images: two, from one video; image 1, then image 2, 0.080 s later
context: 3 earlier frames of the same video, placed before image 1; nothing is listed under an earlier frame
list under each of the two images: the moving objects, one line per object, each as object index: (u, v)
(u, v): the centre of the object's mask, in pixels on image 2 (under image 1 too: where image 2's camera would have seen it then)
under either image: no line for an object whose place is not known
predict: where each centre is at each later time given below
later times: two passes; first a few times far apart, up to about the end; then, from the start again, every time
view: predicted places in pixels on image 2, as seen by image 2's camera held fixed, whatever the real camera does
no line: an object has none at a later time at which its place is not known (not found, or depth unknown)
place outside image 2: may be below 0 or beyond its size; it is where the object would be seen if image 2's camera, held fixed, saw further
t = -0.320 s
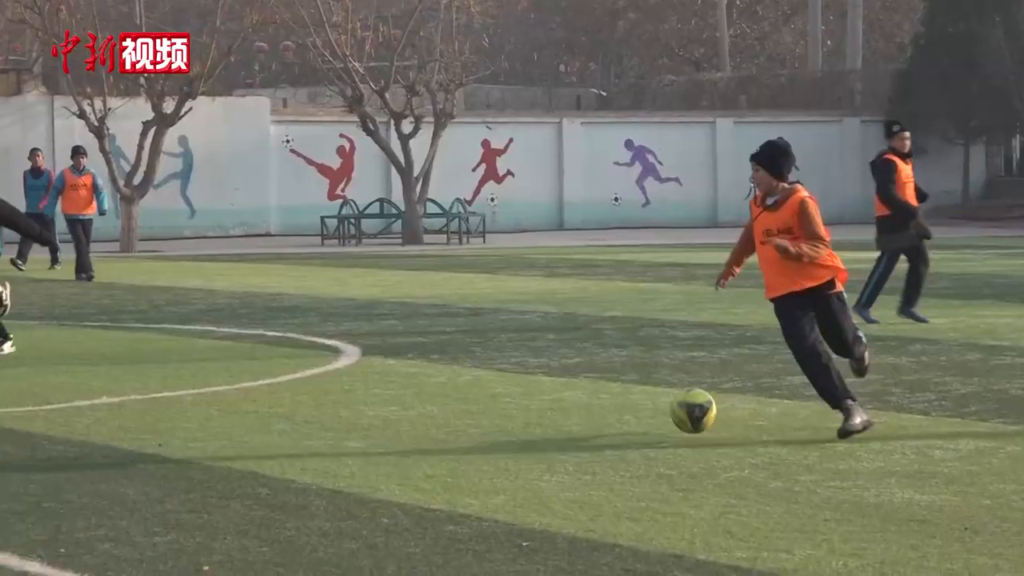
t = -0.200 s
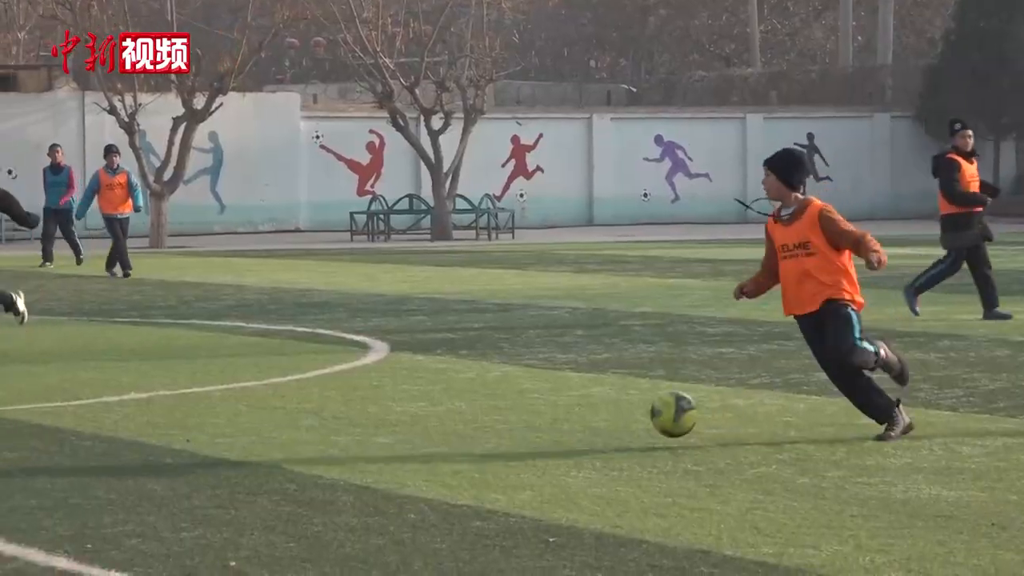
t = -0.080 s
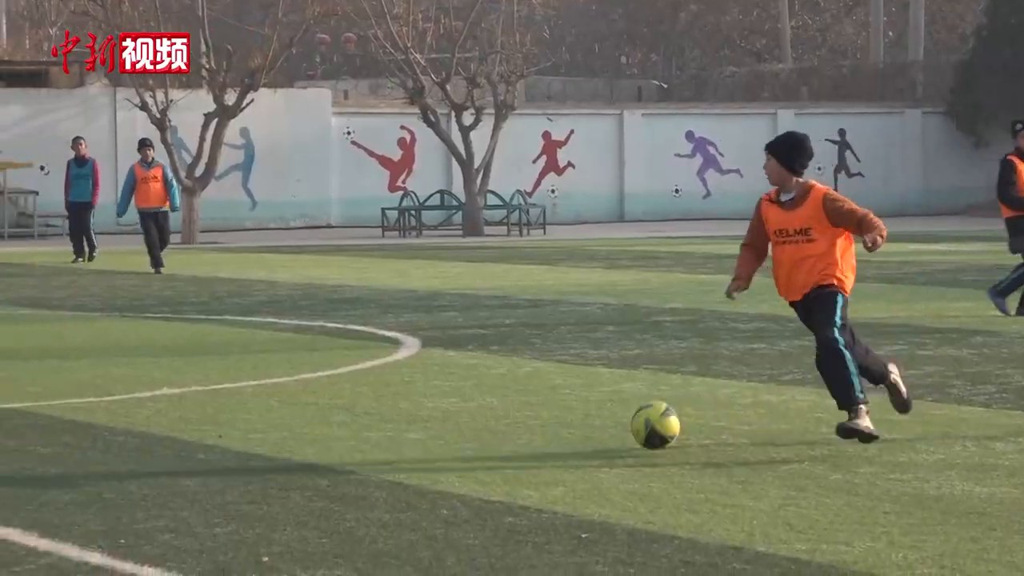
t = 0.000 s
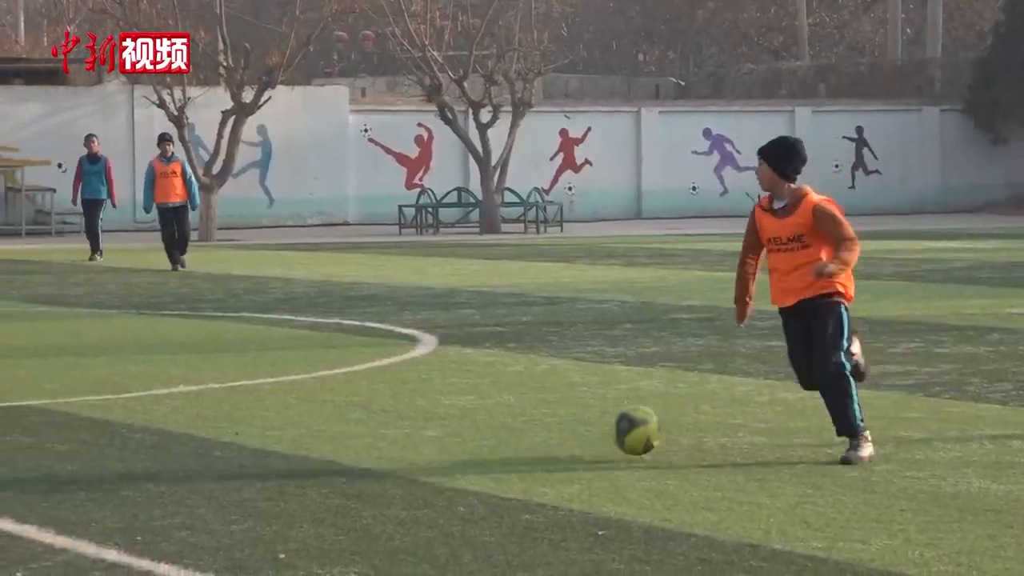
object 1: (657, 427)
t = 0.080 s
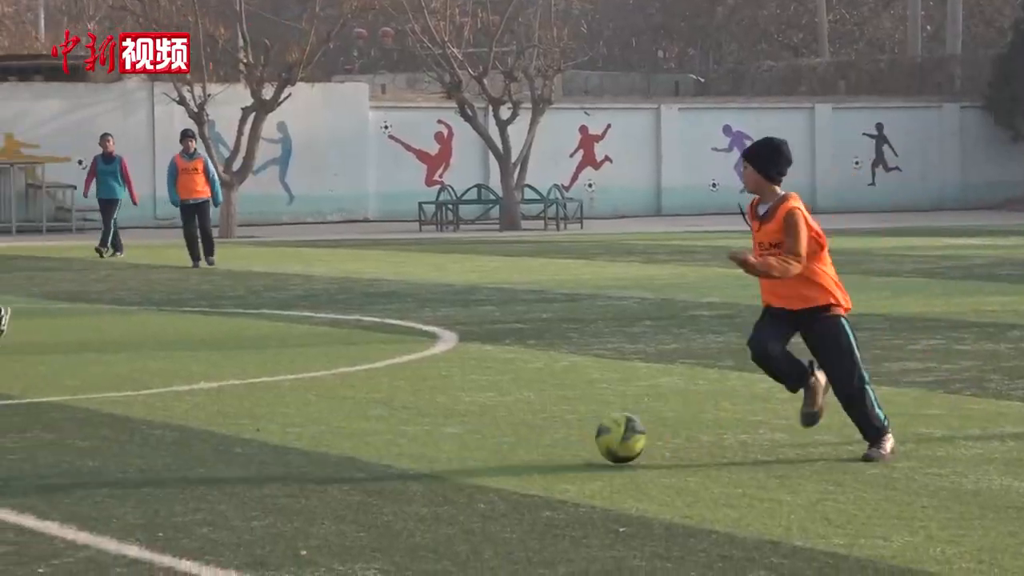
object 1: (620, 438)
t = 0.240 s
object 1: (543, 448)
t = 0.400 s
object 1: (461, 468)
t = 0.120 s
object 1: (601, 440)
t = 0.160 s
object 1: (581, 448)
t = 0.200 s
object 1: (562, 448)
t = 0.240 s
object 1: (543, 448)
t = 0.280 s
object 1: (523, 451)
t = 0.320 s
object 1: (502, 461)
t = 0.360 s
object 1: (482, 468)
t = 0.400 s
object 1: (461, 468)
